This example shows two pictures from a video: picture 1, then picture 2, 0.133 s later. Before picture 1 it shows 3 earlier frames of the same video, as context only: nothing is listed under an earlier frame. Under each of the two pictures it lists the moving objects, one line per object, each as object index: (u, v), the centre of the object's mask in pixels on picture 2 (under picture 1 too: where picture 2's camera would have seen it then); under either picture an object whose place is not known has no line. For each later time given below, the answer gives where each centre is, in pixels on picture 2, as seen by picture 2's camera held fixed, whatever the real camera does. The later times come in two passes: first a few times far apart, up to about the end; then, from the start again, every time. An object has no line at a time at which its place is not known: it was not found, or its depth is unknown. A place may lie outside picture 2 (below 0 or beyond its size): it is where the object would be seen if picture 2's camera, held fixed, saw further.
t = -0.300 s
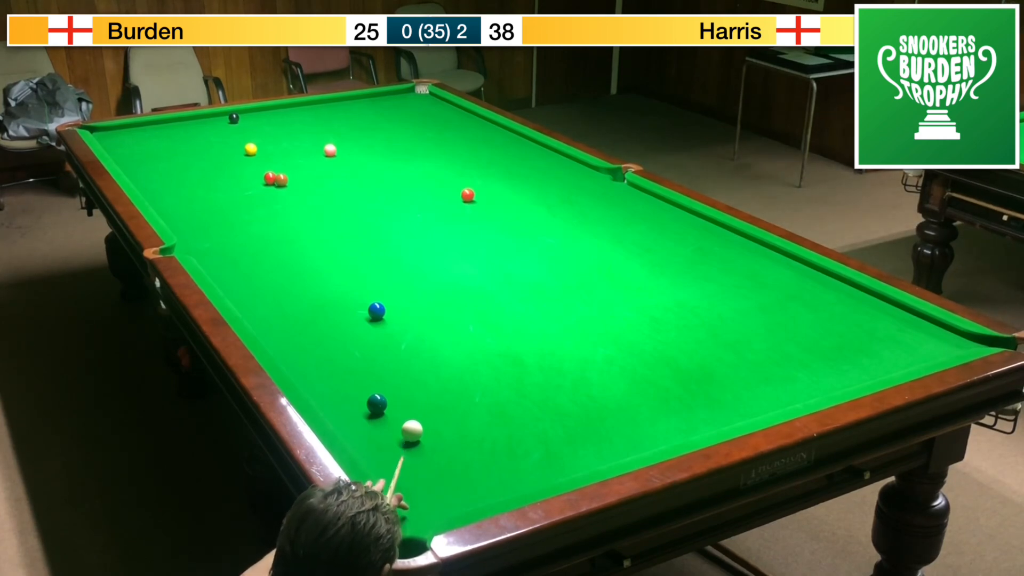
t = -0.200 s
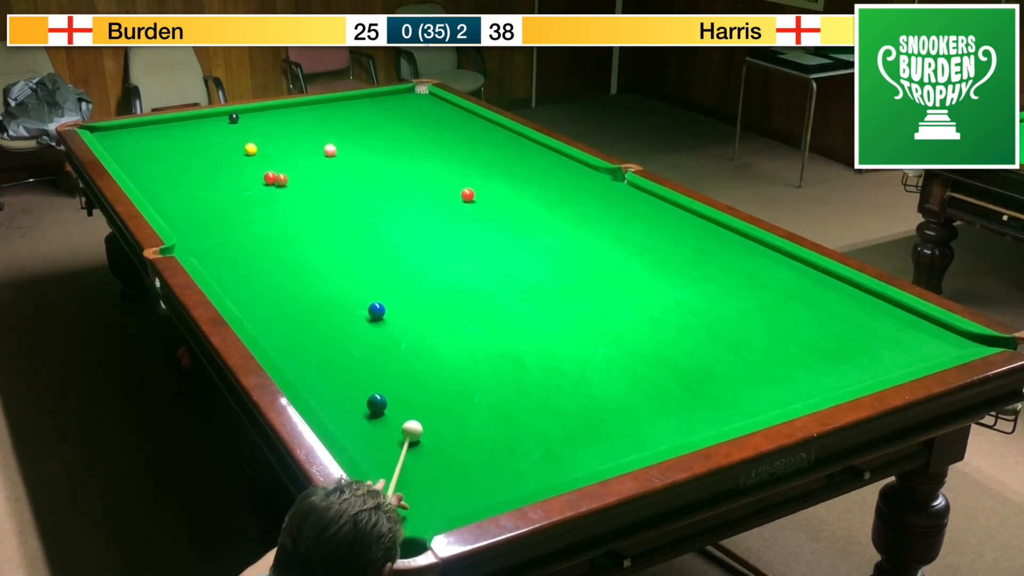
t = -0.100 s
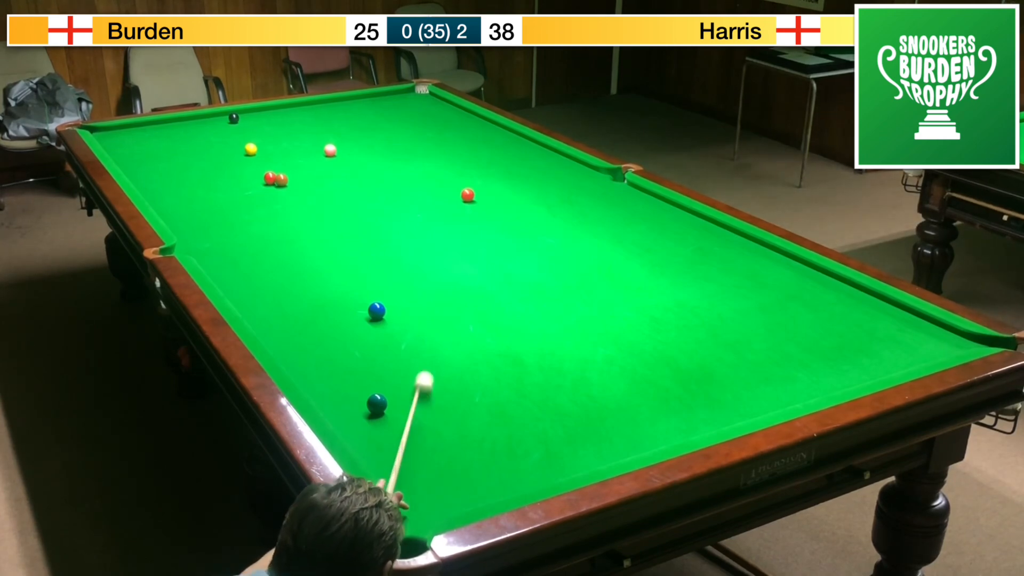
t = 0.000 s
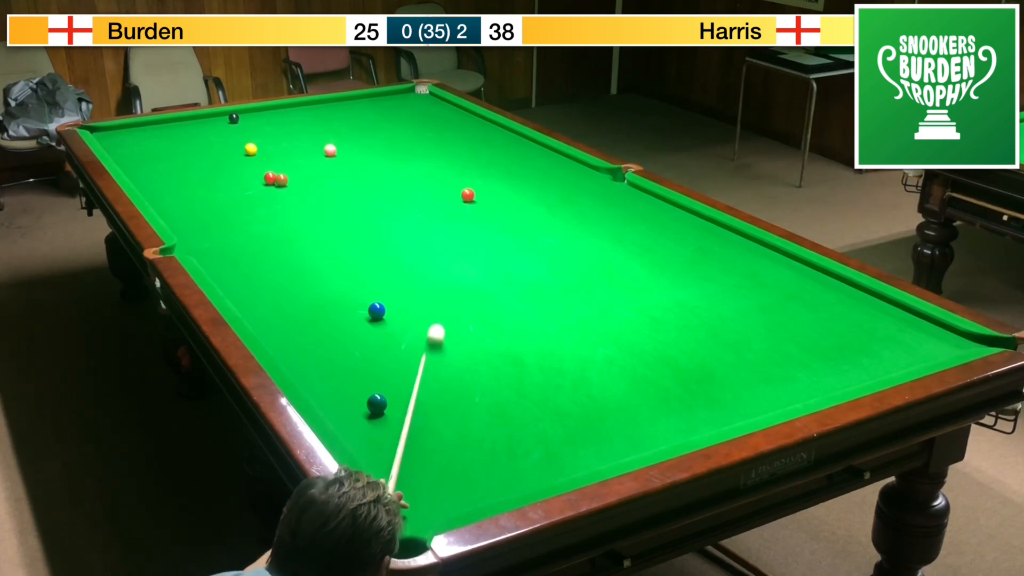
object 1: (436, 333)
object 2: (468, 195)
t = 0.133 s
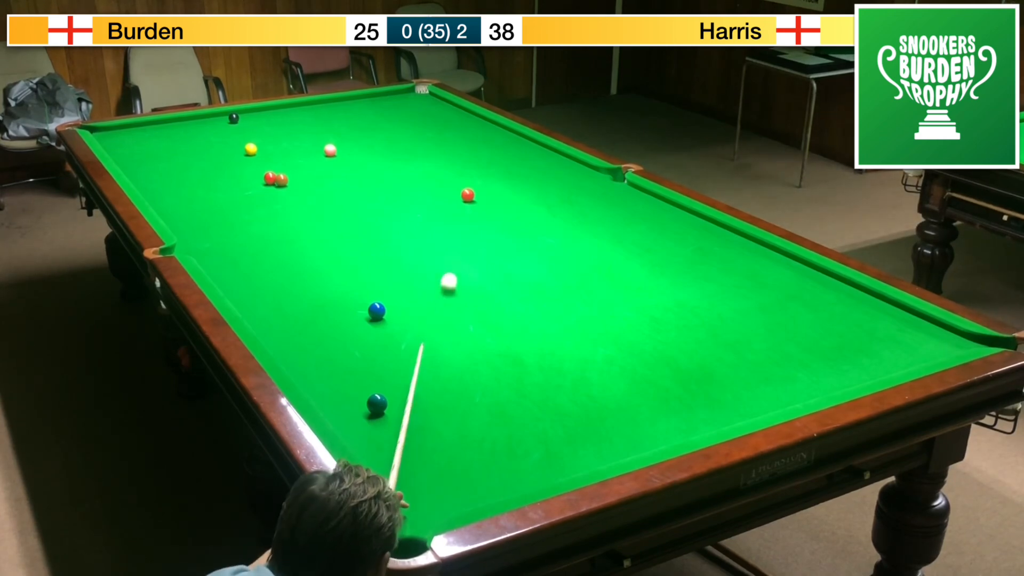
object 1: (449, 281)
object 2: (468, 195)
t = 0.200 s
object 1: (455, 259)
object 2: (468, 195)
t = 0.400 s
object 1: (468, 204)
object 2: (467, 193)
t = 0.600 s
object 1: (491, 193)
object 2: (457, 164)
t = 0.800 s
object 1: (512, 181)
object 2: (448, 139)
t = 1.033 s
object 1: (534, 167)
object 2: (440, 116)
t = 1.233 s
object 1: (551, 157)
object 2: (434, 100)
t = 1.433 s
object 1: (544, 152)
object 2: (410, 90)
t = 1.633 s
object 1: (521, 151)
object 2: (422, 97)
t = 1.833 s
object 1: (499, 150)
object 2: (434, 104)
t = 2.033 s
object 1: (479, 150)
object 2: (446, 111)
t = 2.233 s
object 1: (459, 149)
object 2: (458, 119)
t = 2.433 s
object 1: (440, 148)
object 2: (470, 126)
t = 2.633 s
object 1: (423, 148)
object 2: (483, 133)
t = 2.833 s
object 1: (406, 147)
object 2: (495, 141)
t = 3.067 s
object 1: (389, 146)
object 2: (508, 149)
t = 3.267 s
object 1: (374, 146)
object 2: (520, 157)
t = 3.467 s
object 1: (361, 145)
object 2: (532, 164)
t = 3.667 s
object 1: (349, 145)
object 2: (543, 172)
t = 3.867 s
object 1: (338, 144)
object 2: (555, 179)
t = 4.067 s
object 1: (327, 142)
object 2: (566, 186)
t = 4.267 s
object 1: (319, 143)
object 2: (577, 193)
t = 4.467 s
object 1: (310, 143)
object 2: (588, 200)
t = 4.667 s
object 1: (304, 143)
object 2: (599, 207)
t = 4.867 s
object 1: (297, 143)
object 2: (609, 214)
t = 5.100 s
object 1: (291, 143)
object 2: (620, 222)
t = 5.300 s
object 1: (287, 143)
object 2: (630, 228)
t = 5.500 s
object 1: (283, 143)
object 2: (639, 234)
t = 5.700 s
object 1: (281, 143)
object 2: (648, 240)
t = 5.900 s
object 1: (279, 143)
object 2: (656, 245)
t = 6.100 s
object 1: (279, 143)
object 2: (663, 250)
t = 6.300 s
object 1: (279, 143)
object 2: (670, 255)
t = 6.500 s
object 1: (279, 143)
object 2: (677, 259)
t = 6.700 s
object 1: (279, 143)
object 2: (682, 262)
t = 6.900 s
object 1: (279, 143)
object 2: (687, 265)
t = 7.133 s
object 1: (279, 143)
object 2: (691, 268)
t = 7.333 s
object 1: (279, 143)
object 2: (693, 270)
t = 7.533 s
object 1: (279, 143)
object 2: (694, 271)
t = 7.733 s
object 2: (695, 272)
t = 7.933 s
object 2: (695, 272)
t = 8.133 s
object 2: (695, 272)
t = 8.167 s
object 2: (695, 272)
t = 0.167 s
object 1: (452, 270)
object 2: (468, 195)
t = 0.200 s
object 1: (455, 259)
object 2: (468, 195)
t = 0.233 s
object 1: (457, 249)
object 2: (468, 195)
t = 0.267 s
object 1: (459, 239)
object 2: (468, 195)
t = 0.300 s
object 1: (462, 230)
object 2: (468, 195)
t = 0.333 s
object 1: (464, 220)
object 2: (468, 195)
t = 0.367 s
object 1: (466, 212)
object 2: (468, 195)
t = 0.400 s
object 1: (468, 204)
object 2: (467, 193)
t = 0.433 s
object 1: (470, 198)
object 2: (465, 190)
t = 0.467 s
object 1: (475, 198)
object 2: (465, 186)
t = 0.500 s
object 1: (479, 197)
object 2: (462, 180)
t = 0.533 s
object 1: (484, 196)
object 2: (461, 174)
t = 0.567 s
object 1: (488, 195)
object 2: (458, 169)
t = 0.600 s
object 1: (491, 193)
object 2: (457, 164)
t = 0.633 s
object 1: (495, 191)
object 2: (455, 159)
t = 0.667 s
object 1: (499, 189)
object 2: (453, 154)
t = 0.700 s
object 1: (502, 187)
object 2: (452, 150)
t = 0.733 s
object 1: (506, 185)
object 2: (450, 146)
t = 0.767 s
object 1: (509, 183)
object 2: (449, 143)
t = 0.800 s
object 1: (512, 181)
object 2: (448, 139)
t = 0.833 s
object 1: (516, 179)
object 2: (447, 136)
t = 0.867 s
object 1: (519, 177)
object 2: (446, 132)
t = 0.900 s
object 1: (522, 175)
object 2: (445, 129)
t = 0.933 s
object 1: (525, 173)
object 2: (443, 126)
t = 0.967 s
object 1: (528, 171)
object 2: (442, 123)
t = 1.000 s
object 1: (531, 169)
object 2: (441, 119)
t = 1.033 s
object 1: (534, 167)
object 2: (440, 116)
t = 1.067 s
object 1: (537, 165)
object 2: (439, 113)
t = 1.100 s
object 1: (540, 163)
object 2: (438, 111)
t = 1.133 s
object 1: (543, 162)
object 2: (437, 108)
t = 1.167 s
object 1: (546, 160)
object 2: (436, 105)
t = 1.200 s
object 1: (548, 158)
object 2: (435, 102)
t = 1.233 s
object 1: (551, 157)
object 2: (434, 100)
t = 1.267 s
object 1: (554, 155)
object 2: (433, 97)
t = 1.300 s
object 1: (557, 153)
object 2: (431, 95)
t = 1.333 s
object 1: (558, 152)
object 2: (425, 94)
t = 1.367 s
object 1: (553, 152)
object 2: (419, 92)
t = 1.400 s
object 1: (548, 152)
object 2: (413, 91)
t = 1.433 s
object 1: (544, 152)
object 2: (410, 90)
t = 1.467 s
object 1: (540, 152)
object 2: (412, 91)
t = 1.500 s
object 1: (537, 152)
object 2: (414, 92)
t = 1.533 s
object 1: (533, 151)
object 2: (416, 93)
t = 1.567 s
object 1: (529, 151)
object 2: (418, 95)
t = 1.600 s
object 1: (525, 151)
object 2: (420, 96)
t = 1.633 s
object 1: (521, 151)
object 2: (422, 97)
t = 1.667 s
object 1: (518, 151)
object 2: (424, 98)
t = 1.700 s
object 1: (514, 151)
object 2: (426, 99)
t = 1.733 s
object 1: (510, 151)
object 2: (428, 101)
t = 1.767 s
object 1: (507, 151)
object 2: (430, 102)
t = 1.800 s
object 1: (503, 150)
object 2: (432, 103)
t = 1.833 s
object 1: (499, 150)
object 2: (434, 104)
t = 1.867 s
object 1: (496, 150)
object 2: (436, 105)
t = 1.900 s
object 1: (493, 150)
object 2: (438, 106)
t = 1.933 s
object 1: (489, 150)
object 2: (440, 107)
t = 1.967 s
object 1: (485, 150)
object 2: (442, 109)
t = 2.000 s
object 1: (482, 150)
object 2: (444, 110)
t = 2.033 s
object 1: (479, 150)
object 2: (446, 111)
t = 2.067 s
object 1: (476, 150)
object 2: (449, 112)
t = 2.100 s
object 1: (472, 149)
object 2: (450, 114)
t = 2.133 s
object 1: (469, 149)
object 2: (452, 115)
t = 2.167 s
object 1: (465, 149)
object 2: (454, 116)
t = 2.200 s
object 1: (462, 149)
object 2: (456, 117)
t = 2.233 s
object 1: (459, 149)
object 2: (458, 119)
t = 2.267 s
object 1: (456, 149)
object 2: (461, 120)
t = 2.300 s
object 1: (453, 149)
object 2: (463, 121)
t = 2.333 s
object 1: (450, 149)
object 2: (465, 122)
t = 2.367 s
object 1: (447, 149)
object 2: (467, 123)
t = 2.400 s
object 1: (444, 148)
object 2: (468, 125)
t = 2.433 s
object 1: (440, 148)
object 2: (470, 126)
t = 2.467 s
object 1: (438, 148)
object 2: (473, 127)
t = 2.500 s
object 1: (435, 148)
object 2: (474, 128)
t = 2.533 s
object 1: (432, 148)
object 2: (476, 129)
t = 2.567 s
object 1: (429, 148)
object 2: (478, 131)
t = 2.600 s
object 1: (426, 148)
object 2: (480, 132)
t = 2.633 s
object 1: (423, 148)
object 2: (483, 133)
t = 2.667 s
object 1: (420, 147)
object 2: (485, 134)
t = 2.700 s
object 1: (417, 147)
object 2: (486, 136)
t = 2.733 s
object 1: (415, 147)
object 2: (488, 137)
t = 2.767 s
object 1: (412, 147)
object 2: (490, 138)
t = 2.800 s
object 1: (409, 147)
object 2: (492, 139)
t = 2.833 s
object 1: (406, 147)
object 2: (495, 141)
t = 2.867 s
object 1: (404, 147)
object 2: (496, 142)
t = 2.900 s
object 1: (401, 147)
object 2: (498, 143)
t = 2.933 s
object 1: (399, 147)
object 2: (500, 144)
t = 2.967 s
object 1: (396, 147)
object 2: (502, 146)
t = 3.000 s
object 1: (394, 146)
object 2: (504, 147)
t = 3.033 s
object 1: (391, 146)
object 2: (506, 148)
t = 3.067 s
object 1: (389, 146)
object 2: (508, 149)
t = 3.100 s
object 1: (386, 146)
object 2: (510, 151)
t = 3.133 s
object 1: (384, 146)
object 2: (512, 152)
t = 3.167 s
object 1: (381, 146)
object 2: (514, 153)
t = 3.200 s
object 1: (379, 146)
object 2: (516, 154)
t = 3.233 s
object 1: (377, 146)
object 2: (518, 156)
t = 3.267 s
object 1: (374, 146)
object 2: (520, 157)
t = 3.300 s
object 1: (372, 146)
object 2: (522, 158)
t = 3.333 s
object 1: (370, 146)
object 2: (524, 159)
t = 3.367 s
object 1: (368, 145)
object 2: (526, 161)
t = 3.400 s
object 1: (365, 145)
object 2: (528, 162)
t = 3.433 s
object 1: (363, 145)
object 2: (530, 163)
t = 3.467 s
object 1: (361, 145)
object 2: (532, 164)
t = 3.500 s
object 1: (359, 145)
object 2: (534, 166)
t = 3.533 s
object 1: (357, 145)
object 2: (536, 167)
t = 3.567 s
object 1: (355, 145)
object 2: (538, 168)
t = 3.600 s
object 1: (353, 145)
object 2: (540, 169)
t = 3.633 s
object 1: (351, 145)
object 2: (542, 171)
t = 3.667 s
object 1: (349, 145)
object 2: (543, 172)
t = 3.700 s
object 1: (347, 145)
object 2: (545, 173)
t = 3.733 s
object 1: (345, 145)
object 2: (547, 174)
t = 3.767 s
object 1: (343, 145)
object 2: (549, 175)
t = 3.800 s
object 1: (342, 145)
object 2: (551, 177)
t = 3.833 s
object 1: (340, 144)
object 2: (553, 178)
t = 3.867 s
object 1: (338, 144)
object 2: (555, 179)
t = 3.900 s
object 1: (337, 144)
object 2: (557, 180)
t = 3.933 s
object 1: (335, 143)
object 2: (559, 181)
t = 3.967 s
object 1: (333, 143)
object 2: (561, 182)
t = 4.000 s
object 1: (331, 143)
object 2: (562, 184)
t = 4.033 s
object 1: (329, 142)
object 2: (564, 185)
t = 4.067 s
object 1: (327, 142)
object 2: (566, 186)
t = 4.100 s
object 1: (326, 142)
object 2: (568, 187)
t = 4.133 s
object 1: (324, 143)
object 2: (570, 189)
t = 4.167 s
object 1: (322, 143)
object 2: (572, 190)
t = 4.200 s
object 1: (321, 143)
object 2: (574, 191)
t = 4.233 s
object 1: (320, 143)
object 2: (575, 192)
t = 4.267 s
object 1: (319, 143)
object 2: (577, 193)
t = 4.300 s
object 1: (317, 143)
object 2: (579, 195)
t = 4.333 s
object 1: (316, 143)
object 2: (581, 196)
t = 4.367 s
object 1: (314, 143)
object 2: (583, 197)
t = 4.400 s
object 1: (313, 143)
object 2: (584, 198)
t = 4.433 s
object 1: (312, 143)
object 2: (586, 199)
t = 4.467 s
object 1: (310, 143)
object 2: (588, 200)
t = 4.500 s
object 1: (309, 143)
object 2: (590, 202)
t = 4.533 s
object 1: (308, 143)
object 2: (592, 203)
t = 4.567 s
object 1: (307, 143)
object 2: (593, 204)
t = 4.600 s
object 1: (306, 143)
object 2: (595, 205)
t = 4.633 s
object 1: (305, 143)
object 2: (597, 206)
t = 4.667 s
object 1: (304, 143)
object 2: (599, 207)
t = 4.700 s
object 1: (302, 143)
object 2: (600, 208)
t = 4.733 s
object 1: (301, 143)
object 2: (602, 209)
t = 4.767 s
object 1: (300, 143)
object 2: (604, 211)
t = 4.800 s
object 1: (299, 143)
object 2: (605, 212)
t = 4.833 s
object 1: (298, 143)
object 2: (607, 213)
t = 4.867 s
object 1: (297, 143)
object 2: (609, 214)
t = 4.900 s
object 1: (296, 143)
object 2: (610, 215)
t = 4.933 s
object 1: (295, 143)
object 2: (612, 216)
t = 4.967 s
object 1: (294, 143)
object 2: (614, 217)
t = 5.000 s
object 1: (293, 143)
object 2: (615, 218)
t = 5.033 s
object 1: (292, 143)
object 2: (617, 219)
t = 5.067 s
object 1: (292, 143)
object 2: (619, 221)
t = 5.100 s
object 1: (291, 143)
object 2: (620, 222)
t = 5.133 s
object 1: (290, 143)
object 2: (622, 223)
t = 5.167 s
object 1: (289, 143)
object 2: (624, 224)
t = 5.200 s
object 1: (289, 143)
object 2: (625, 225)
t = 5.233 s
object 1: (288, 143)
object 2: (627, 226)
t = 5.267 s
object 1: (287, 143)
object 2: (628, 227)
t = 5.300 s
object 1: (287, 143)
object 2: (630, 228)
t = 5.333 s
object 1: (286, 143)
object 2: (631, 229)
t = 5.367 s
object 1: (285, 142)
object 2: (633, 230)
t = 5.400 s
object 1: (285, 142)
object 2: (634, 231)
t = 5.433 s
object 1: (284, 143)
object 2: (636, 232)
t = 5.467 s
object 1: (284, 143)
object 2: (638, 233)
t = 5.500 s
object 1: (283, 143)
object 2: (639, 234)
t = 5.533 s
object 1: (283, 143)
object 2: (641, 235)
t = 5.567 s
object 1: (282, 143)
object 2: (642, 236)
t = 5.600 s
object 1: (282, 142)
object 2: (643, 237)
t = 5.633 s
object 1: (282, 142)
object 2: (645, 238)
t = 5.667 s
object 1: (281, 143)
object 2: (646, 239)
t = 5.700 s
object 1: (281, 143)
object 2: (648, 240)
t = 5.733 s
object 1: (281, 143)
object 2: (649, 241)
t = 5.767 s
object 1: (280, 143)
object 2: (651, 242)
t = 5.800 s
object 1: (280, 143)
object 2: (652, 242)
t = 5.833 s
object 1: (280, 143)
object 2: (653, 243)
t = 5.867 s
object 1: (279, 143)
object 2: (655, 244)
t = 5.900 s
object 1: (279, 143)
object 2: (656, 245)
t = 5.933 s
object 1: (279, 143)
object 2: (657, 246)
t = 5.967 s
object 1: (279, 143)
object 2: (658, 247)
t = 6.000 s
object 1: (279, 143)
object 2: (660, 248)
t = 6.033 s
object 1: (279, 143)
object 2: (661, 249)
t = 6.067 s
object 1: (279, 143)
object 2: (662, 250)
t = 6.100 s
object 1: (279, 143)
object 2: (663, 250)
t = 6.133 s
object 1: (279, 143)
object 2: (665, 251)
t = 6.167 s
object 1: (279, 143)
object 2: (666, 252)
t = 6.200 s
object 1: (279, 143)
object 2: (667, 252)
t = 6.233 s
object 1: (279, 143)
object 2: (668, 253)
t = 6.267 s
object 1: (279, 143)
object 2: (669, 254)
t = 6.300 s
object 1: (279, 143)
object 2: (670, 255)
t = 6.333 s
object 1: (279, 143)
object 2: (671, 256)
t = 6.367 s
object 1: (279, 143)
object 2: (673, 256)
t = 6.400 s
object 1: (279, 143)
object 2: (674, 257)
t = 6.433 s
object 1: (279, 143)
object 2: (675, 257)
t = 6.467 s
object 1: (279, 143)
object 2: (676, 258)
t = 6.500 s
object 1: (279, 143)
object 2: (677, 259)
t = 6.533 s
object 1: (279, 143)
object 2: (678, 259)
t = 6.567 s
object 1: (279, 143)
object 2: (679, 260)
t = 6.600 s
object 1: (279, 143)
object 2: (680, 261)
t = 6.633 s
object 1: (279, 143)
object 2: (680, 261)
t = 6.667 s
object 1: (279, 143)
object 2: (681, 262)
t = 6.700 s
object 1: (279, 143)
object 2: (682, 262)
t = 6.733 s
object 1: (279, 143)
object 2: (683, 263)
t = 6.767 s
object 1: (279, 143)
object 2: (684, 263)
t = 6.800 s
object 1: (279, 143)
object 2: (685, 264)
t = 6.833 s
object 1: (279, 143)
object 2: (685, 264)
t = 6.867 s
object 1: (279, 143)
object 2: (686, 265)
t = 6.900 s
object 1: (279, 143)
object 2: (687, 265)
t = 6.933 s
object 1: (279, 143)
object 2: (688, 266)
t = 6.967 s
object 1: (279, 143)
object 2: (688, 266)
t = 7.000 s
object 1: (279, 143)
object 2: (689, 266)
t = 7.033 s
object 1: (279, 143)
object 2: (689, 267)
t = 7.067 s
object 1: (279, 143)
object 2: (690, 267)
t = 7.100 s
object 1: (279, 143)
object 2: (691, 268)
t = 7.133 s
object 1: (279, 143)
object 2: (691, 268)
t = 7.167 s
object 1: (279, 143)
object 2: (692, 268)
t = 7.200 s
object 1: (279, 143)
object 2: (692, 269)
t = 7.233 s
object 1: (279, 143)
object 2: (692, 269)
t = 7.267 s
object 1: (279, 143)
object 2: (693, 269)
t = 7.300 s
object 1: (279, 143)
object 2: (693, 269)
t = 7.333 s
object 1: (279, 143)
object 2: (693, 270)
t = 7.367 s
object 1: (279, 143)
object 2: (694, 270)
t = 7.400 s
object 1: (279, 143)
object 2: (694, 270)
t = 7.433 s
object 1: (279, 143)
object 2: (694, 270)
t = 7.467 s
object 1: (279, 143)
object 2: (694, 271)
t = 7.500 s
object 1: (279, 143)
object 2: (694, 271)
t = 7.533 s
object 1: (279, 143)
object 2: (694, 271)
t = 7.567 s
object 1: (279, 143)
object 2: (695, 271)
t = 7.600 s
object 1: (279, 143)
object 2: (695, 271)
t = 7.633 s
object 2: (695, 271)
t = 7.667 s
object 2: (695, 272)
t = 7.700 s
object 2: (695, 272)
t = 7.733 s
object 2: (695, 272)
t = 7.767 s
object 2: (695, 272)
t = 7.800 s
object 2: (695, 272)
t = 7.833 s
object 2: (695, 272)
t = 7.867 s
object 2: (695, 272)
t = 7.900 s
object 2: (695, 272)
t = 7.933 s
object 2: (695, 272)
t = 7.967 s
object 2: (695, 272)
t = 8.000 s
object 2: (695, 272)
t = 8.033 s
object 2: (695, 272)
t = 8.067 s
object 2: (695, 272)
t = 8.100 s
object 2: (695, 272)
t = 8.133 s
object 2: (695, 272)
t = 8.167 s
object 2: (695, 272)
